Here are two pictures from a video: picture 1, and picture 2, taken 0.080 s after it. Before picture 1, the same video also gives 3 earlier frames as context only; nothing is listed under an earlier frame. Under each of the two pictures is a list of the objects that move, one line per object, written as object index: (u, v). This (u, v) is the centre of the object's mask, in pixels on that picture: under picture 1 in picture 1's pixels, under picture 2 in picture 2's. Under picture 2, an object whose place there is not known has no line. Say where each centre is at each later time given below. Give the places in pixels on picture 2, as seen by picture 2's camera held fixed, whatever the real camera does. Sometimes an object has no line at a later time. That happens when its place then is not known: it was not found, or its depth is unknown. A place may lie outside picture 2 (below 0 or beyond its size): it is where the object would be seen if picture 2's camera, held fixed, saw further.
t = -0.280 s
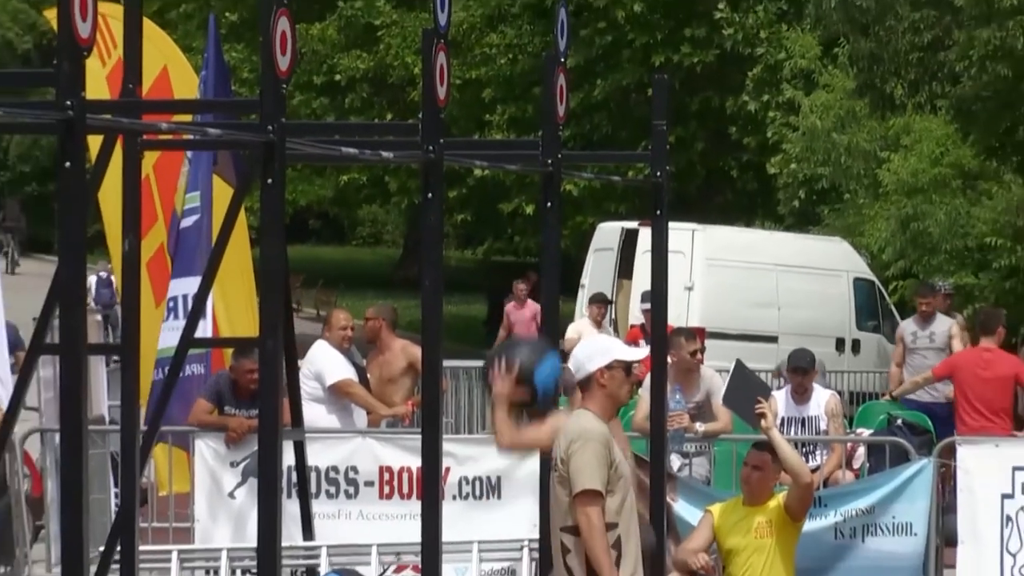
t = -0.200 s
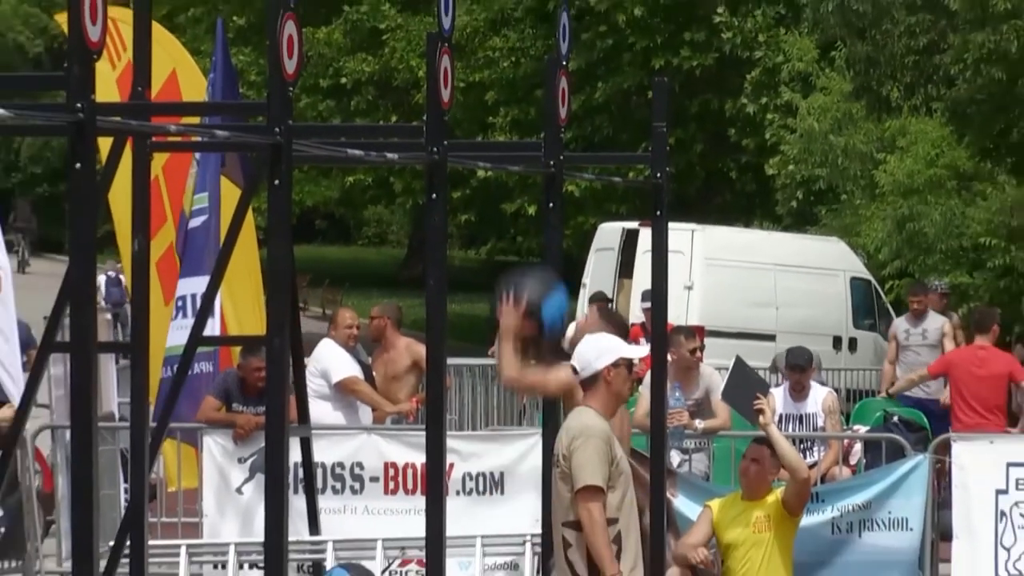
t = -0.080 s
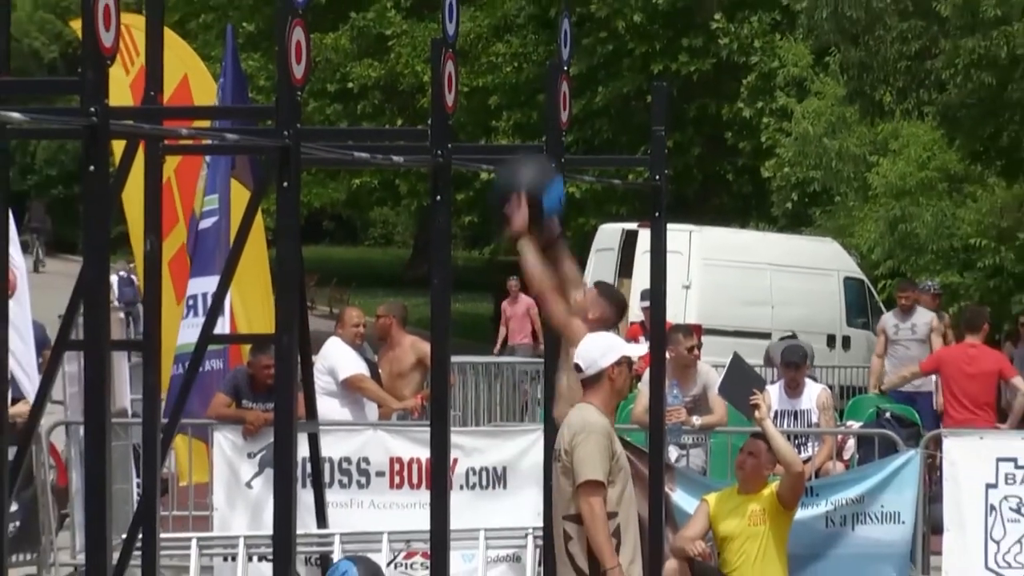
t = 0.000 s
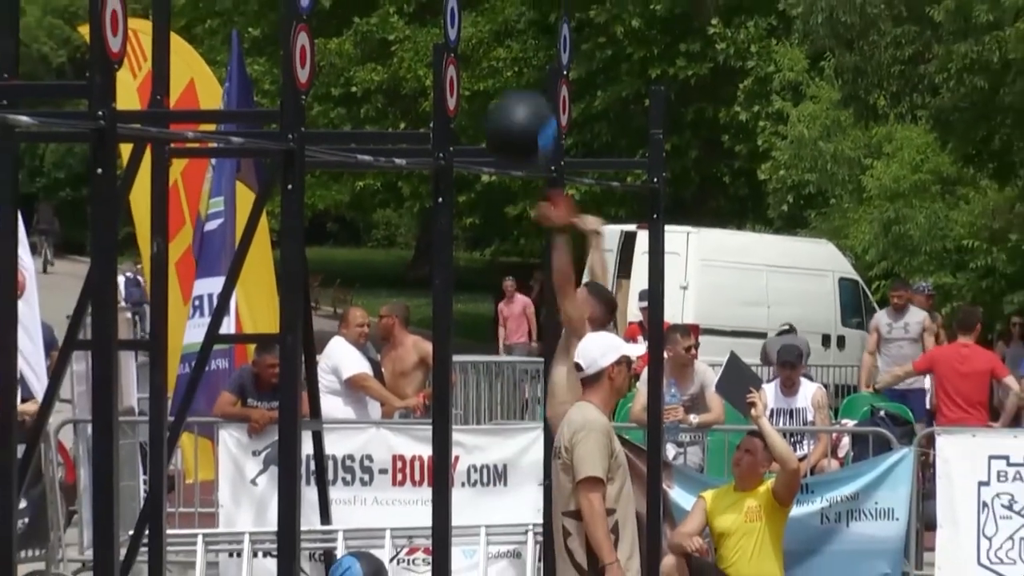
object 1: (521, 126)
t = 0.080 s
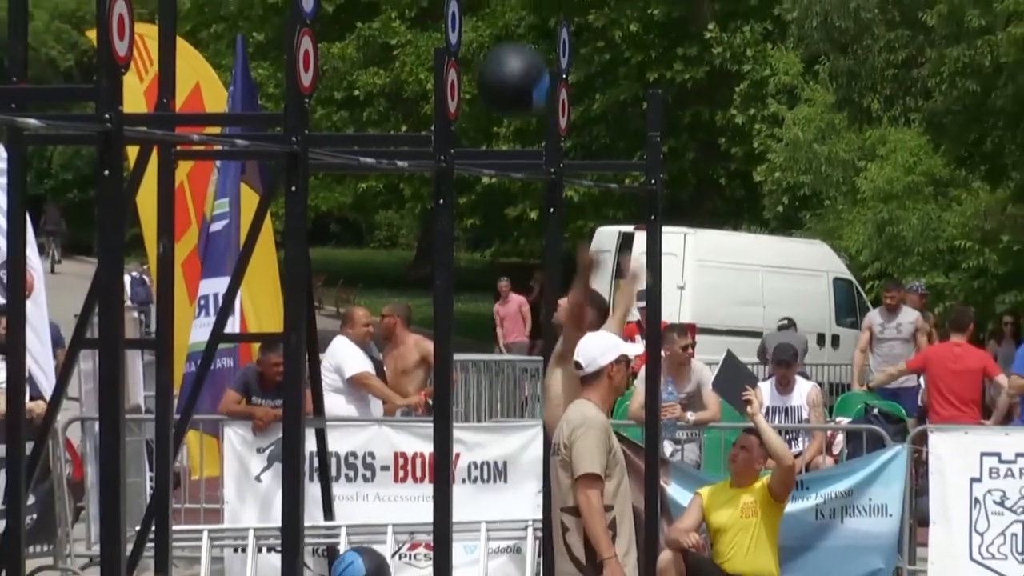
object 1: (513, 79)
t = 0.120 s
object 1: (510, 59)
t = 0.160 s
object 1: (507, 39)
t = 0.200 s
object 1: (503, 24)
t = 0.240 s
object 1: (500, 15)
